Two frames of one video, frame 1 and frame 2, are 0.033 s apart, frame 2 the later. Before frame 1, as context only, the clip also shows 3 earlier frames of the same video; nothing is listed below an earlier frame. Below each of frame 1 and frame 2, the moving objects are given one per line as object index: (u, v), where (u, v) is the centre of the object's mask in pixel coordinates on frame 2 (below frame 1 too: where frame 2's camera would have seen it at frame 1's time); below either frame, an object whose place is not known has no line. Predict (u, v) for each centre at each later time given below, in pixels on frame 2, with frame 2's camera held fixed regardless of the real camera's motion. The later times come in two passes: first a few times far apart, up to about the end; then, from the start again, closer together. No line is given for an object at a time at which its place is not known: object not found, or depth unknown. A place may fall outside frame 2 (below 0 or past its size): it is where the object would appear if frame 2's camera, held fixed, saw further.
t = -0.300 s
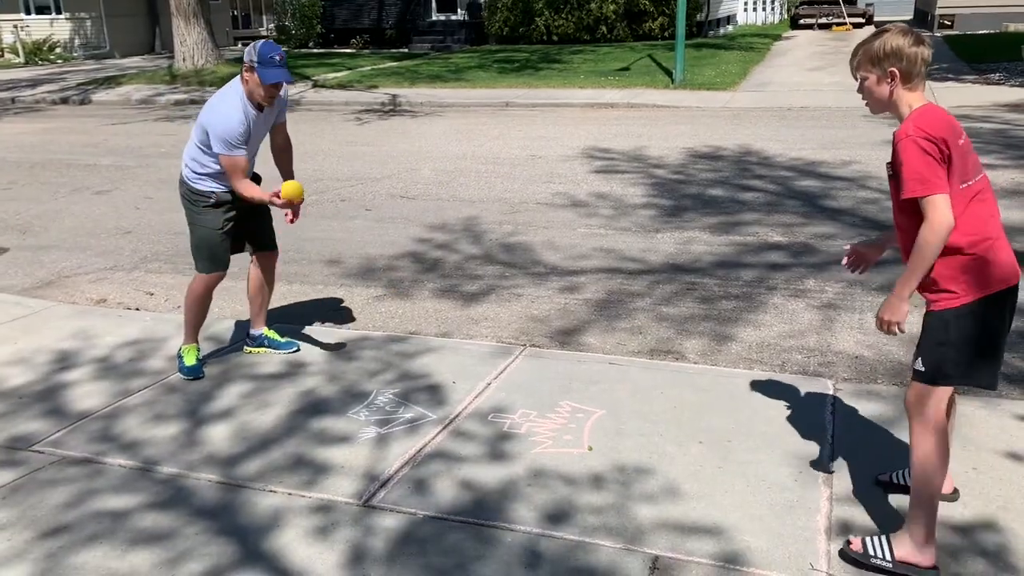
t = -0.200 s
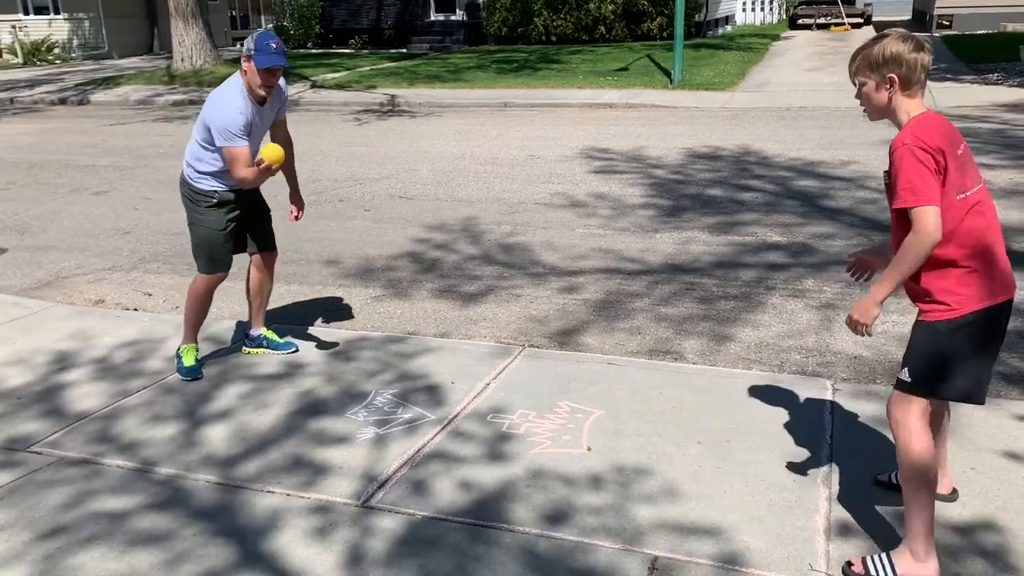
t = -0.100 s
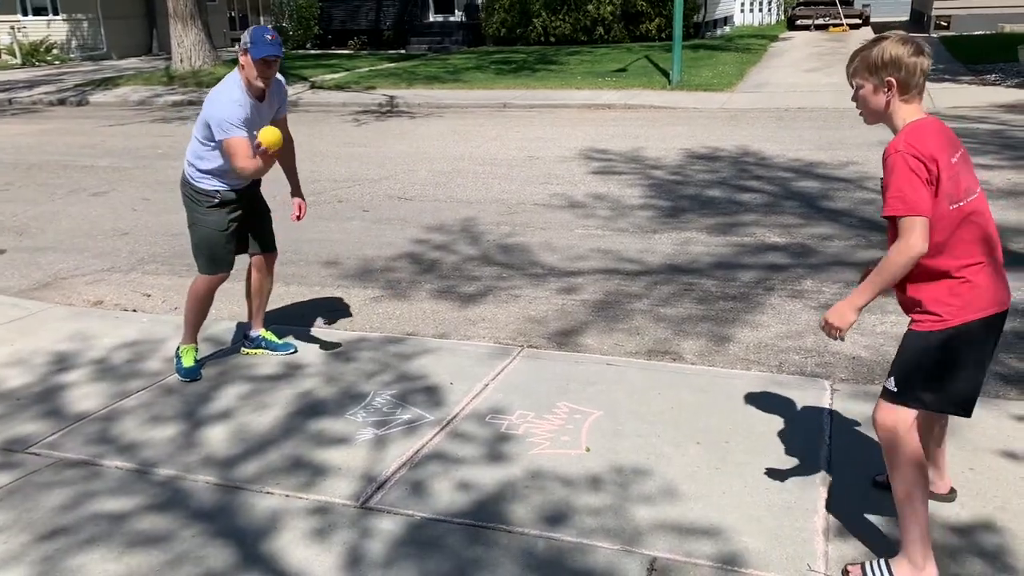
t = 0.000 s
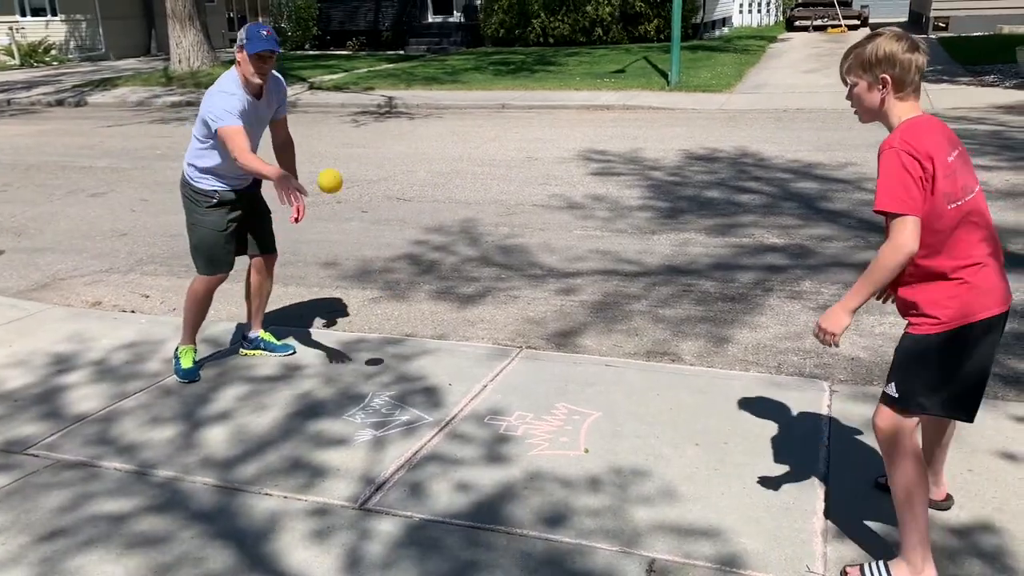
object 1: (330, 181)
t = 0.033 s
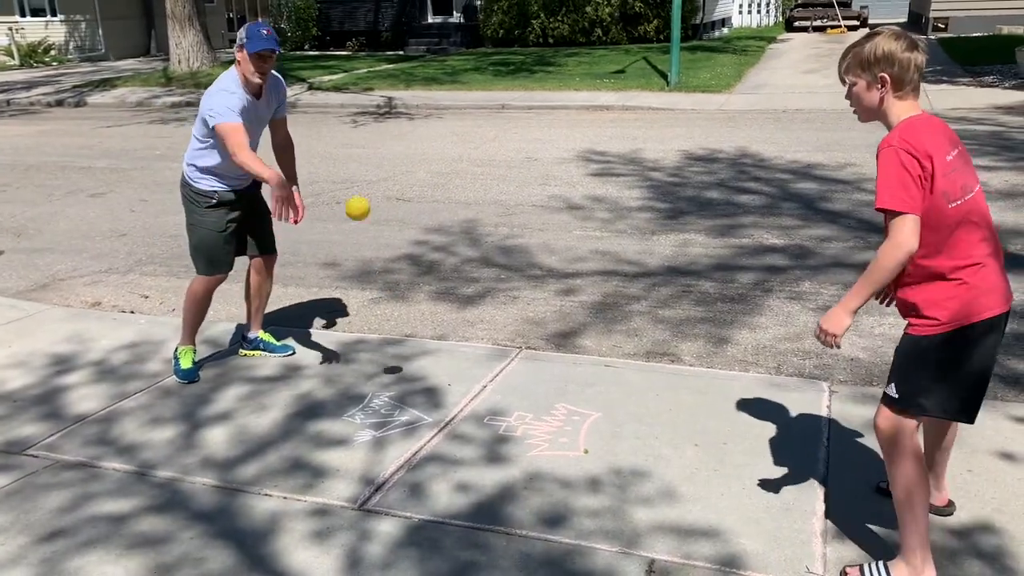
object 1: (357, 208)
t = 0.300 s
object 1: (556, 404)
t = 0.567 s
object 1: (663, 293)
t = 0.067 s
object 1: (385, 237)
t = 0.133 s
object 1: (442, 304)
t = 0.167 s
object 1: (470, 342)
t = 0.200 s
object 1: (499, 383)
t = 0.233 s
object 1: (527, 428)
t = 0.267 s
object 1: (544, 430)
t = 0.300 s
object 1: (556, 404)
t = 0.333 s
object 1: (568, 381)
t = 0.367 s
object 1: (580, 361)
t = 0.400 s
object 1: (593, 342)
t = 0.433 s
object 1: (606, 327)
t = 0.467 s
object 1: (620, 314)
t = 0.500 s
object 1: (634, 304)
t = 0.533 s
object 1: (648, 297)
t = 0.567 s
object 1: (663, 293)
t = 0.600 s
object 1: (677, 292)
